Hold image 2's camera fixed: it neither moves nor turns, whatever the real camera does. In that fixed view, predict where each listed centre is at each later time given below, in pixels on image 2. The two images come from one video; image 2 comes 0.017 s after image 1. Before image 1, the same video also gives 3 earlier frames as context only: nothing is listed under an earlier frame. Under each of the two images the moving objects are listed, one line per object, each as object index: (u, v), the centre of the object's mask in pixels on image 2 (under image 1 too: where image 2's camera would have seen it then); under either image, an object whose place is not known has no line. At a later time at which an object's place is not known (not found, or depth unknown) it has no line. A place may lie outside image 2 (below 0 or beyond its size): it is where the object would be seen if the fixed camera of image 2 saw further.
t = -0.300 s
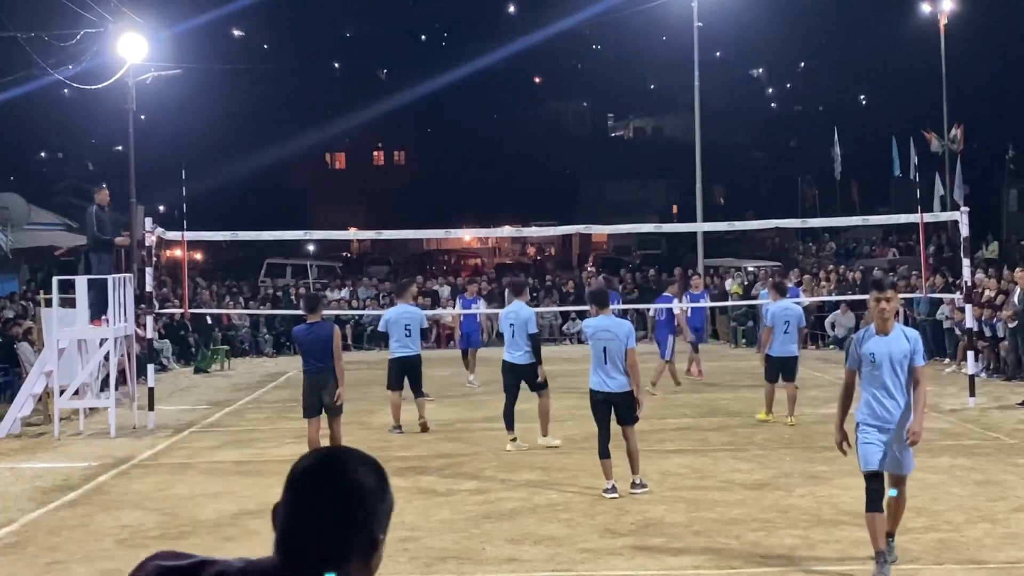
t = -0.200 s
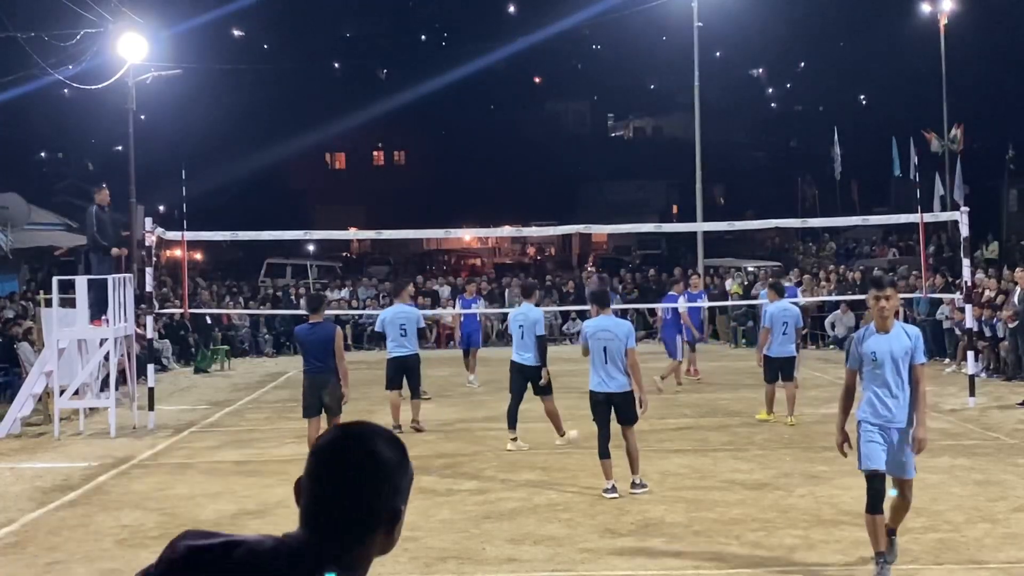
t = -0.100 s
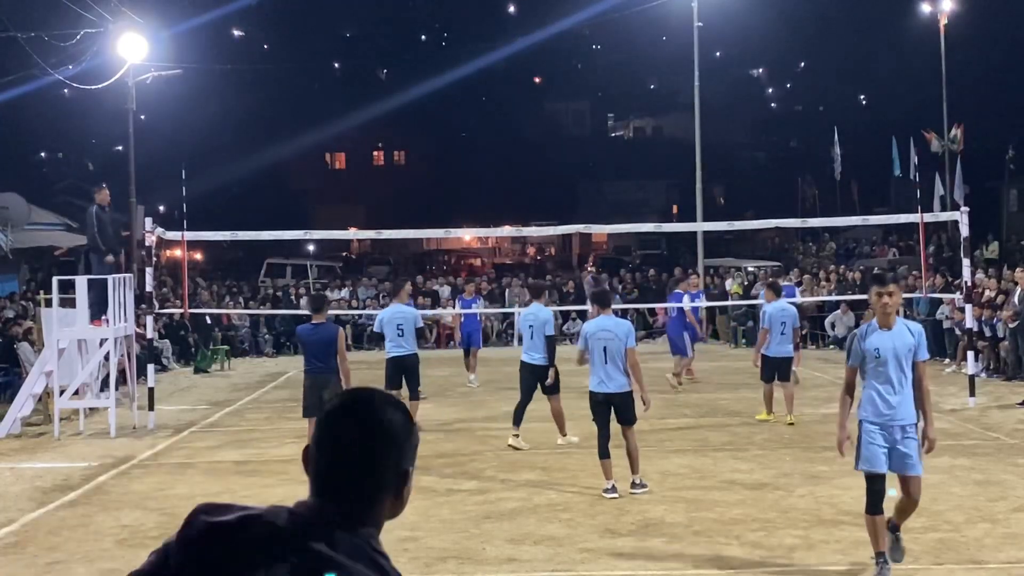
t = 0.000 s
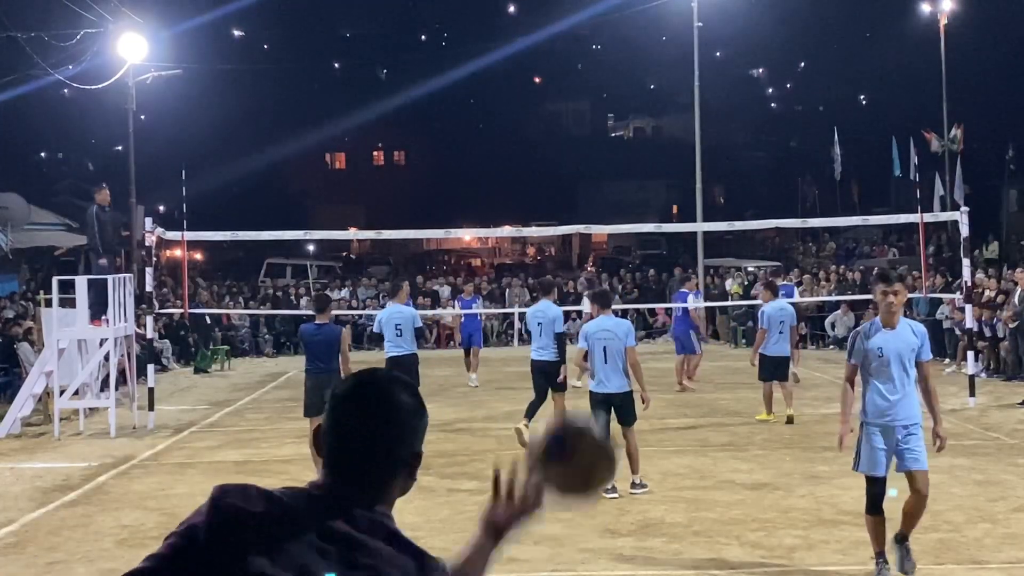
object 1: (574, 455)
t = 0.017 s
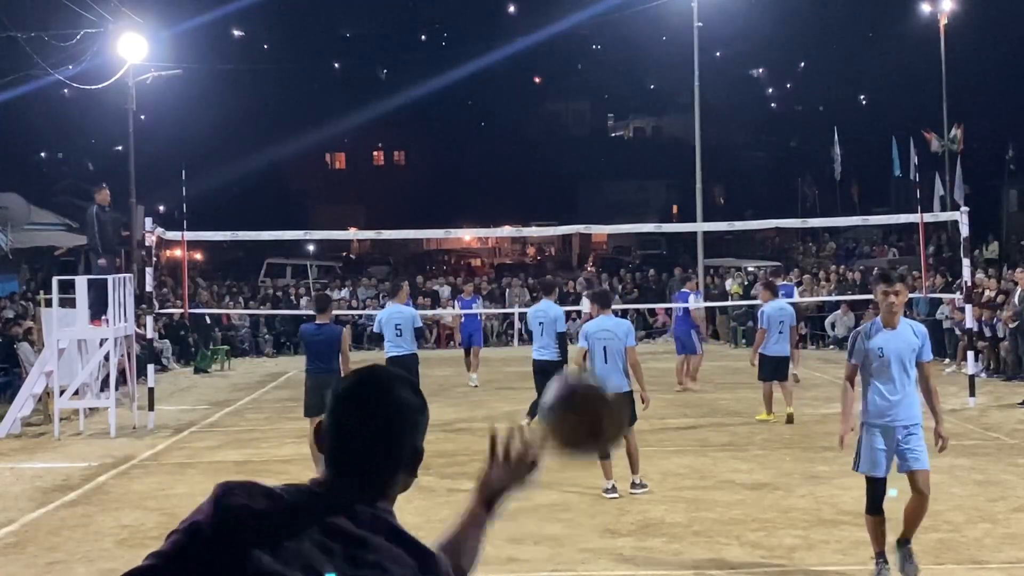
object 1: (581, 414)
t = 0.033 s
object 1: (596, 380)
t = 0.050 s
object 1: (604, 343)
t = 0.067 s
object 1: (613, 308)
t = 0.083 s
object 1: (622, 279)
